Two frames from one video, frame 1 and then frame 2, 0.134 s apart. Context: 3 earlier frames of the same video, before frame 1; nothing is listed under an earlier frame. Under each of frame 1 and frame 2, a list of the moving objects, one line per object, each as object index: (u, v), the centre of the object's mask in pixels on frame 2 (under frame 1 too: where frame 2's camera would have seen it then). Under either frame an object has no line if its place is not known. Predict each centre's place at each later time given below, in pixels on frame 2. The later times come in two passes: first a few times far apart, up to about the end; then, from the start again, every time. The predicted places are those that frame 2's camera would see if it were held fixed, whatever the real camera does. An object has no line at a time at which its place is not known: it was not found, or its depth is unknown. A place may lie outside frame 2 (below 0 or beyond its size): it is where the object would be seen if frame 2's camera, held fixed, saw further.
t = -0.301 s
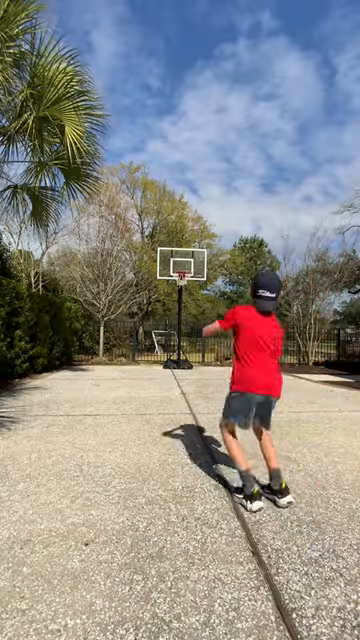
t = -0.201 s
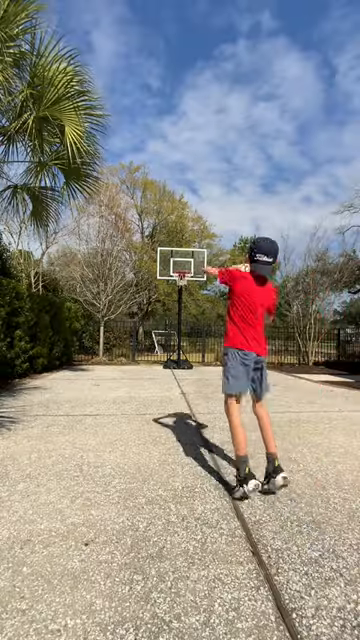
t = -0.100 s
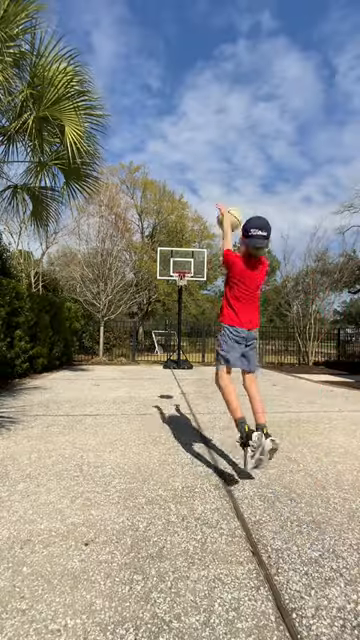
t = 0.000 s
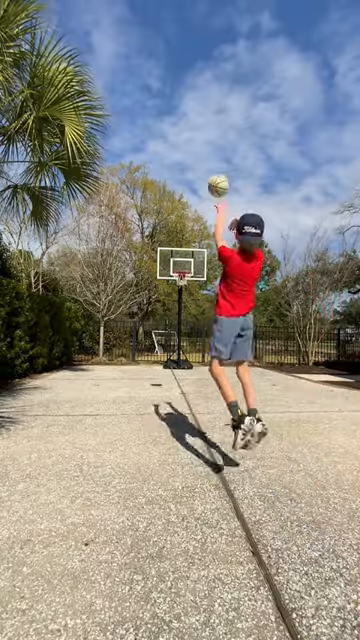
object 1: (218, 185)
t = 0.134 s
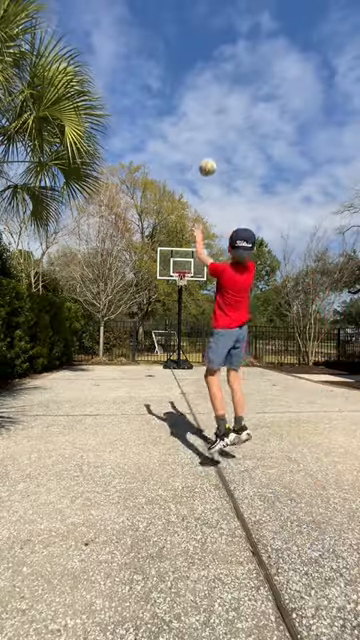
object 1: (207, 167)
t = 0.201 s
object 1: (203, 164)
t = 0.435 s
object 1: (192, 174)
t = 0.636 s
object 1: (184, 199)
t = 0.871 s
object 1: (180, 238)
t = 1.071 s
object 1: (177, 269)
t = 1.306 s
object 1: (186, 278)
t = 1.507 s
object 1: (178, 282)
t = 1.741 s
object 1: (168, 302)
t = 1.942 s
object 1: (159, 334)
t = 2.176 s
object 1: (150, 352)
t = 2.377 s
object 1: (144, 322)
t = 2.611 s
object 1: (137, 307)
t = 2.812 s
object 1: (130, 312)
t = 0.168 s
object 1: (205, 165)
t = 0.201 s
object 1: (203, 164)
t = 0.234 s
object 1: (201, 164)
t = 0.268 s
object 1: (199, 164)
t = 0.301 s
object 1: (197, 166)
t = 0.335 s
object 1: (196, 167)
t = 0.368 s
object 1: (194, 169)
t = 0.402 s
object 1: (193, 171)
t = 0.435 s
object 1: (192, 174)
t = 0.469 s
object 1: (190, 178)
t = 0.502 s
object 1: (189, 182)
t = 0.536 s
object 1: (188, 185)
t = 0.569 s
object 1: (187, 190)
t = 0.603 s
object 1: (185, 195)
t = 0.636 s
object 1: (184, 199)
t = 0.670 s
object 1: (184, 204)
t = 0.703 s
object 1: (183, 209)
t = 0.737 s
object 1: (182, 215)
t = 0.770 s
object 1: (181, 220)
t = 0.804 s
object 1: (181, 226)
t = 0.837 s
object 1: (180, 232)
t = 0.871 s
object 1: (180, 238)
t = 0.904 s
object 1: (178, 245)
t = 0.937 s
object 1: (178, 251)
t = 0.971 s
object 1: (177, 257)
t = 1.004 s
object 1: (177, 261)
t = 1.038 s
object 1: (177, 265)
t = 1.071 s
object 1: (177, 269)
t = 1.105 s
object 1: (179, 270)
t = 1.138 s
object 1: (182, 270)
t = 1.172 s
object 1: (185, 272)
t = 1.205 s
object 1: (188, 274)
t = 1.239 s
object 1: (188, 275)
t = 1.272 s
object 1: (186, 278)
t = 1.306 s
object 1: (186, 278)
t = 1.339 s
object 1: (186, 278)
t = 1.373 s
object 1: (185, 278)
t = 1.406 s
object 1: (184, 278)
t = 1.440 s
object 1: (181, 281)
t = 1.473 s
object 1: (180, 281)
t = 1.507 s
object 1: (178, 282)
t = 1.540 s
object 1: (177, 283)
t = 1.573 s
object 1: (175, 286)
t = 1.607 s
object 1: (173, 288)
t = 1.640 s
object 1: (172, 291)
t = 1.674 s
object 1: (171, 294)
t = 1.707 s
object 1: (169, 298)
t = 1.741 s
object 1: (168, 302)
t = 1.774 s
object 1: (166, 306)
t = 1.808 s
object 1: (165, 311)
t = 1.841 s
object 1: (163, 316)
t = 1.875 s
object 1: (162, 322)
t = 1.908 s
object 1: (160, 328)
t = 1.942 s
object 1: (159, 334)
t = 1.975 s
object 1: (158, 342)
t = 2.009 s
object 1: (156, 350)
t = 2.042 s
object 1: (155, 357)
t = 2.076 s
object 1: (153, 366)
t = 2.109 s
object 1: (152, 366)
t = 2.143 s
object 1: (151, 358)
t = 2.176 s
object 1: (150, 352)
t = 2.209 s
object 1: (149, 346)
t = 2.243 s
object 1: (148, 340)
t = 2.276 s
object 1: (147, 335)
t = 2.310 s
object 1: (147, 330)
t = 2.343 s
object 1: (146, 326)
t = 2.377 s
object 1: (144, 322)
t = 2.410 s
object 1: (144, 318)
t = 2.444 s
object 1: (143, 315)
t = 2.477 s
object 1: (142, 313)
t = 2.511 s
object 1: (140, 311)
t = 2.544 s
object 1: (140, 309)
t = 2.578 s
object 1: (138, 308)
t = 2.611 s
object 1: (137, 307)
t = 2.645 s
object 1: (136, 307)
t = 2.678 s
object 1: (135, 307)
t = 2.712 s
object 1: (134, 307)
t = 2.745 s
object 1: (133, 308)
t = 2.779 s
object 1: (132, 310)
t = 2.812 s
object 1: (130, 312)
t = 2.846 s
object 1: (130, 314)
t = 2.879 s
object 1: (128, 316)
